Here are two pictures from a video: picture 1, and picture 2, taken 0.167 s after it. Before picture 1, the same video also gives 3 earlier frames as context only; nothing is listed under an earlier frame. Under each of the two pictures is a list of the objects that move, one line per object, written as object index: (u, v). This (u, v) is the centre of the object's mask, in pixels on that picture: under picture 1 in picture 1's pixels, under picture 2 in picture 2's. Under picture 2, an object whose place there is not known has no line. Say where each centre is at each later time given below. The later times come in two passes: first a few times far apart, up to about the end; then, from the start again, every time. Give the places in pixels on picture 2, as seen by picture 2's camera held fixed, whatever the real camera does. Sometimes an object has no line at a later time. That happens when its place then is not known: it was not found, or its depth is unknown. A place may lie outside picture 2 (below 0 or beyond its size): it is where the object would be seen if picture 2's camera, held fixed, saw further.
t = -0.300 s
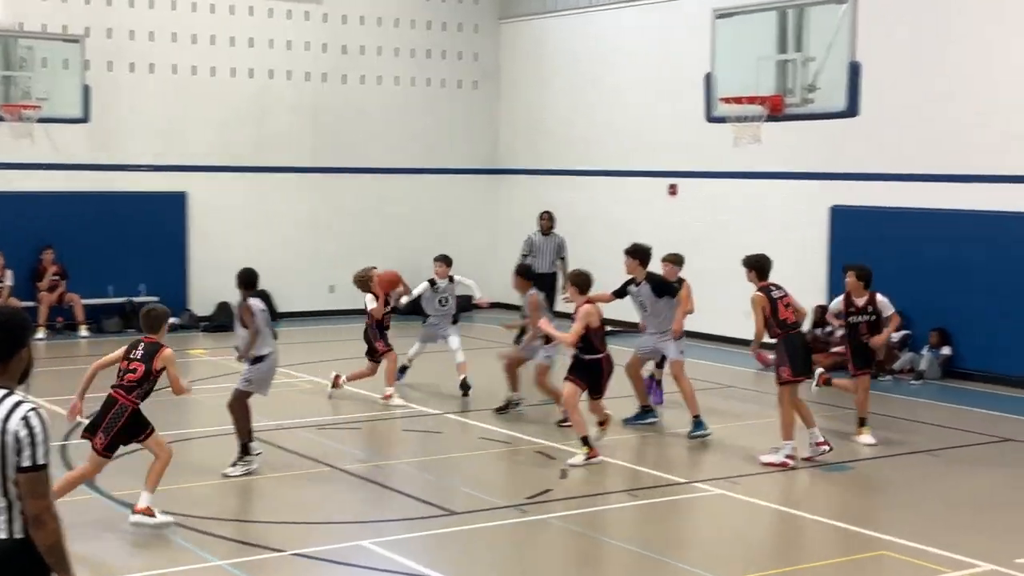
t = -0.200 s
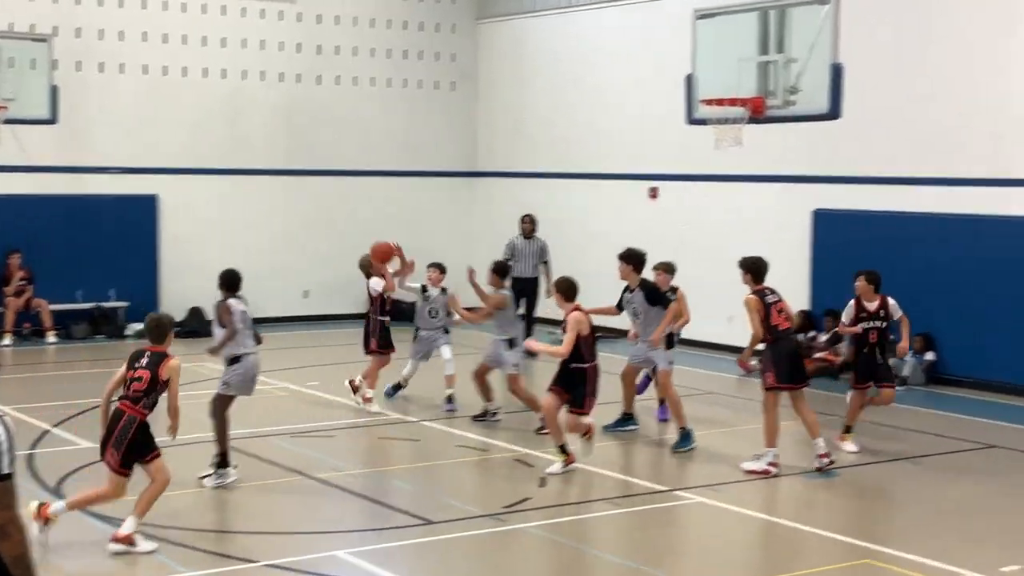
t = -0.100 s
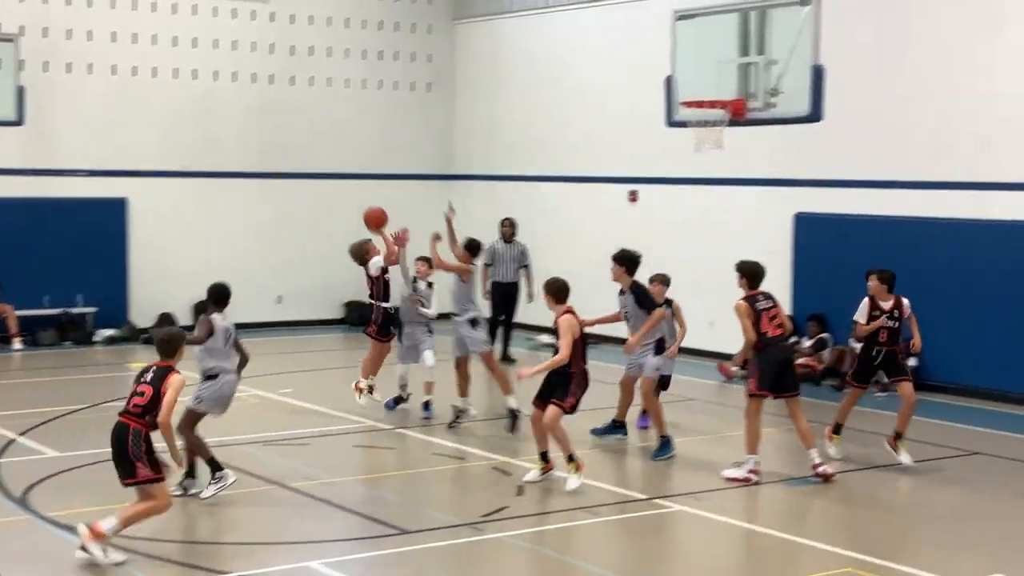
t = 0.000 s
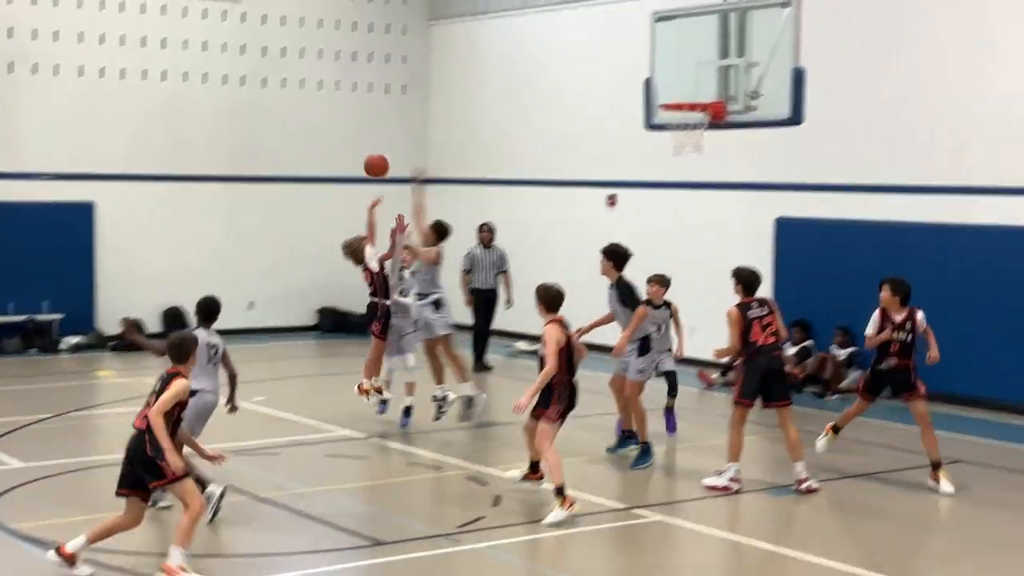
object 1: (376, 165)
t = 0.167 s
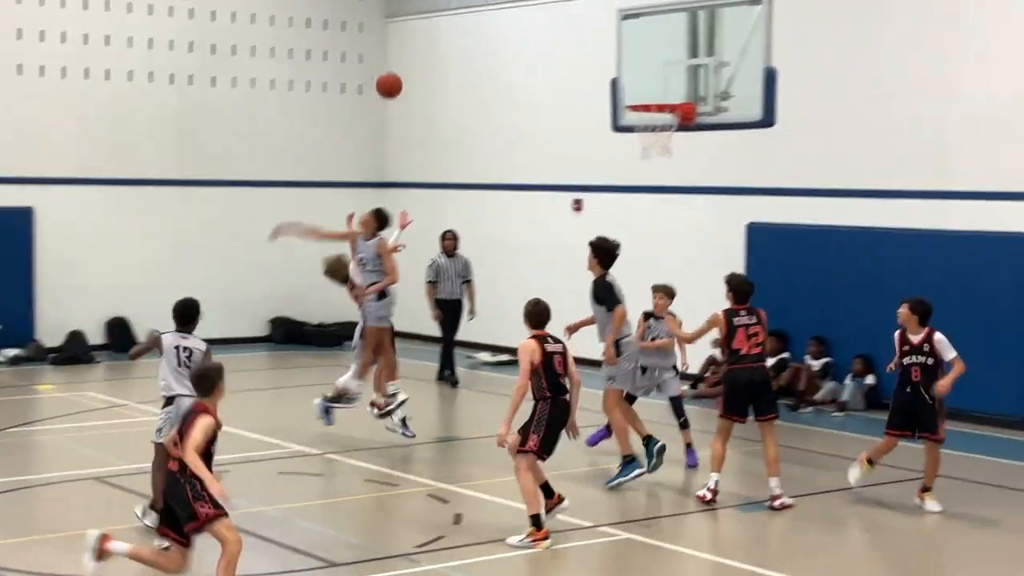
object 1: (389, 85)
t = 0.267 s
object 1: (423, 49)
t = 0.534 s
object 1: (516, 11)
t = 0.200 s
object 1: (400, 72)
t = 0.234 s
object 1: (412, 60)
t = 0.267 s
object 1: (423, 49)
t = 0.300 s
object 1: (435, 40)
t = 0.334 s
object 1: (447, 32)
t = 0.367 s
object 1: (458, 25)
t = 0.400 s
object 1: (470, 20)
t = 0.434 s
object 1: (481, 16)
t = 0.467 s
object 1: (493, 13)
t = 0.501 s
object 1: (505, 11)
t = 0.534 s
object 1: (516, 11)
